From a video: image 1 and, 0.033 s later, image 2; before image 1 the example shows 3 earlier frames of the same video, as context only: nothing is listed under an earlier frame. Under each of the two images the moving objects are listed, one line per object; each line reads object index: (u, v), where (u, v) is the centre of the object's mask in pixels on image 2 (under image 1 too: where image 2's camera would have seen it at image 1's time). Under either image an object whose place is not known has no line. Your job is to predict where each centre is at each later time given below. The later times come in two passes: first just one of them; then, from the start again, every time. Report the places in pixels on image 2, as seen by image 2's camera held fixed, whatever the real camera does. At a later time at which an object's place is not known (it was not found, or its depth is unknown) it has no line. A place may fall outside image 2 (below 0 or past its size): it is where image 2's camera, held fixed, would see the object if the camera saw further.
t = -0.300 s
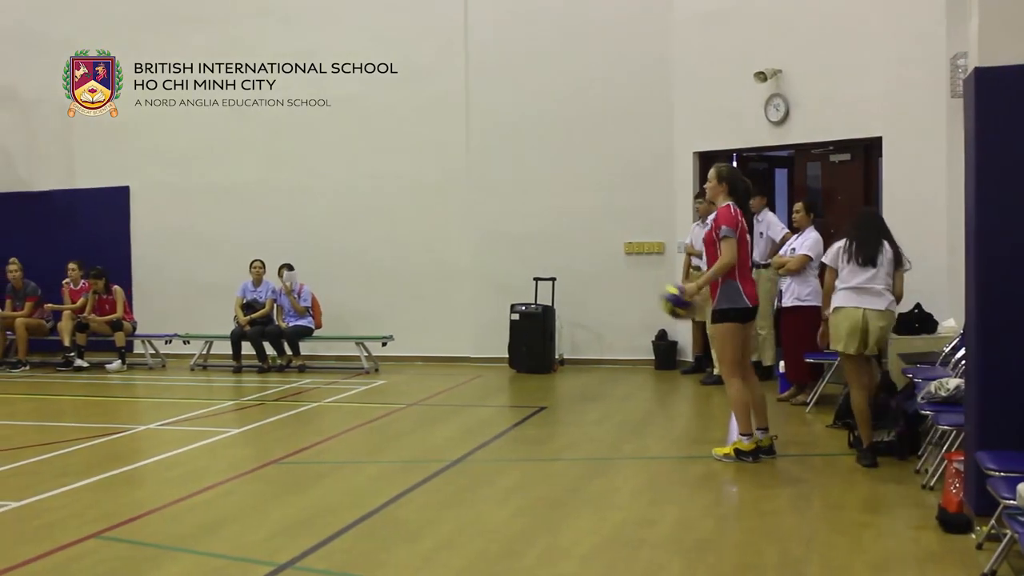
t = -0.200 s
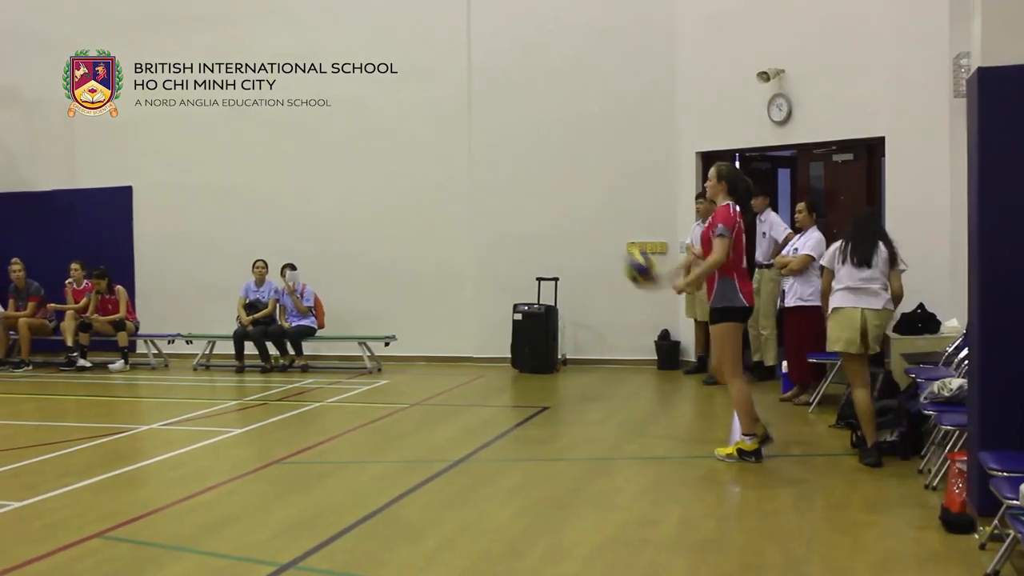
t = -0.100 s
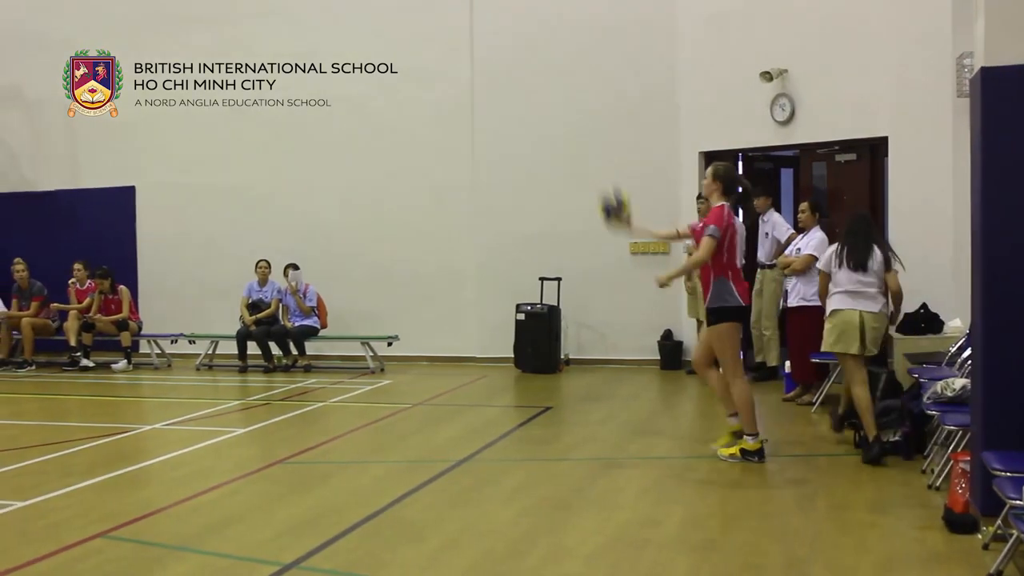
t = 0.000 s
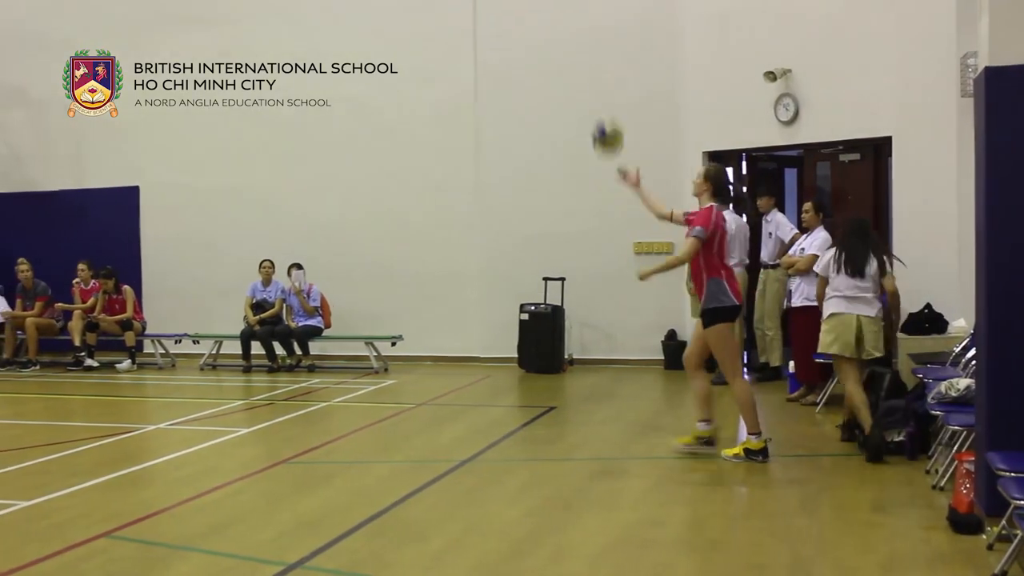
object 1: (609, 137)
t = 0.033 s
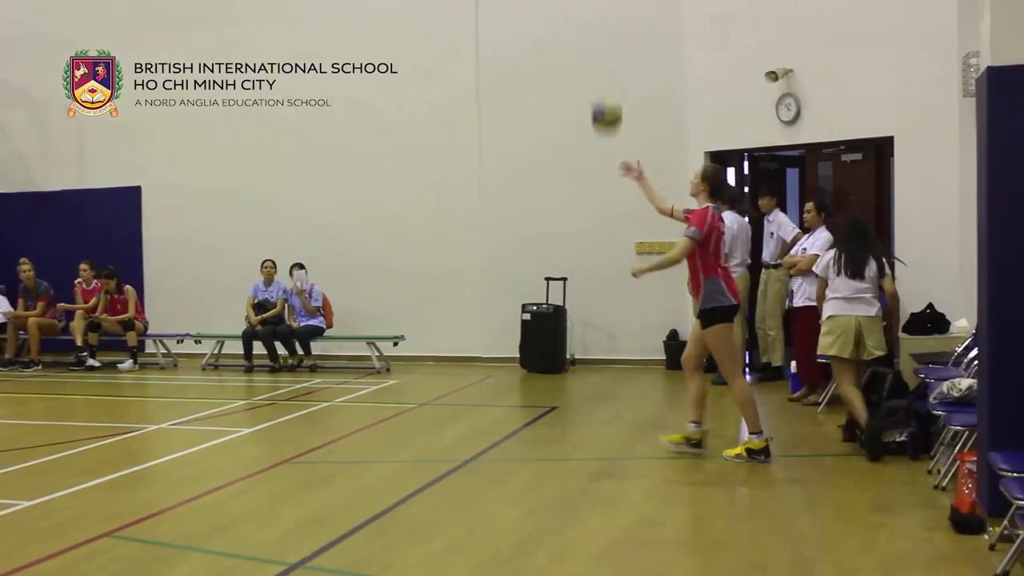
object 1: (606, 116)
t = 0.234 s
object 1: (593, 29)
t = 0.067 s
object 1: (603, 94)
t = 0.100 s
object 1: (601, 81)
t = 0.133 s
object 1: (599, 65)
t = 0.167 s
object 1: (596, 50)
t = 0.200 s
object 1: (595, 39)
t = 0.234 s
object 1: (593, 29)
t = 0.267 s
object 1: (592, 21)
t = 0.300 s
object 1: (590, 14)
